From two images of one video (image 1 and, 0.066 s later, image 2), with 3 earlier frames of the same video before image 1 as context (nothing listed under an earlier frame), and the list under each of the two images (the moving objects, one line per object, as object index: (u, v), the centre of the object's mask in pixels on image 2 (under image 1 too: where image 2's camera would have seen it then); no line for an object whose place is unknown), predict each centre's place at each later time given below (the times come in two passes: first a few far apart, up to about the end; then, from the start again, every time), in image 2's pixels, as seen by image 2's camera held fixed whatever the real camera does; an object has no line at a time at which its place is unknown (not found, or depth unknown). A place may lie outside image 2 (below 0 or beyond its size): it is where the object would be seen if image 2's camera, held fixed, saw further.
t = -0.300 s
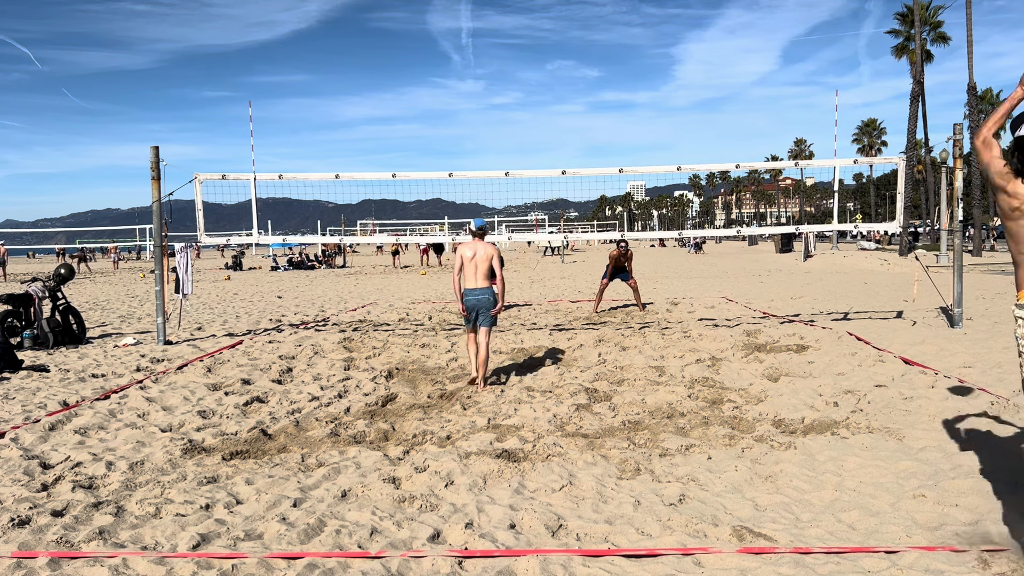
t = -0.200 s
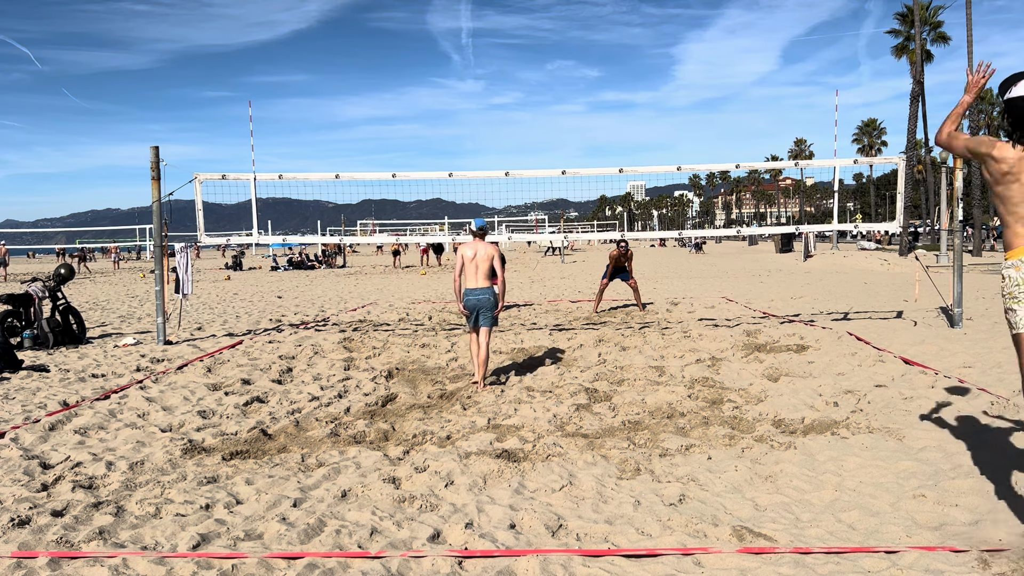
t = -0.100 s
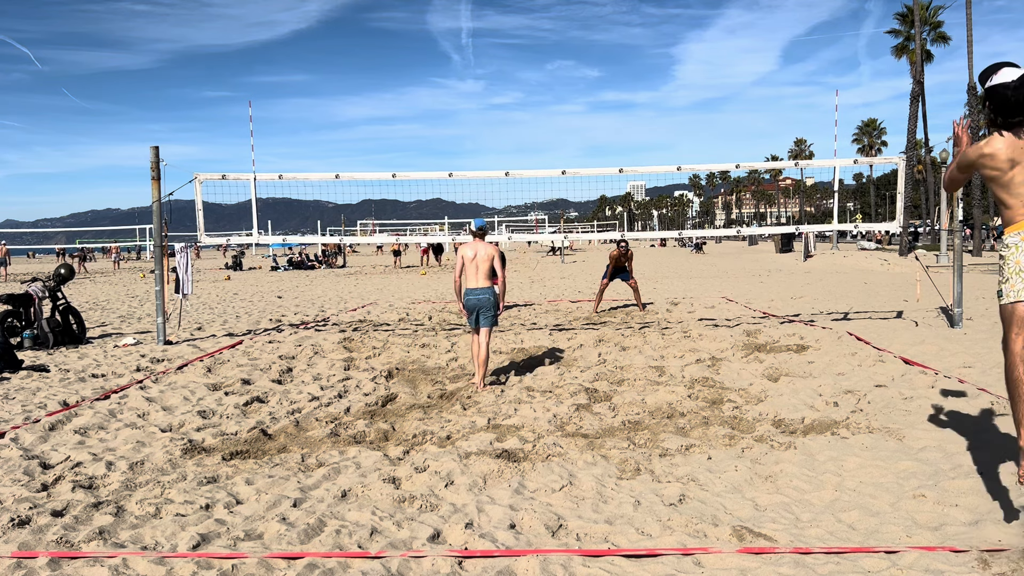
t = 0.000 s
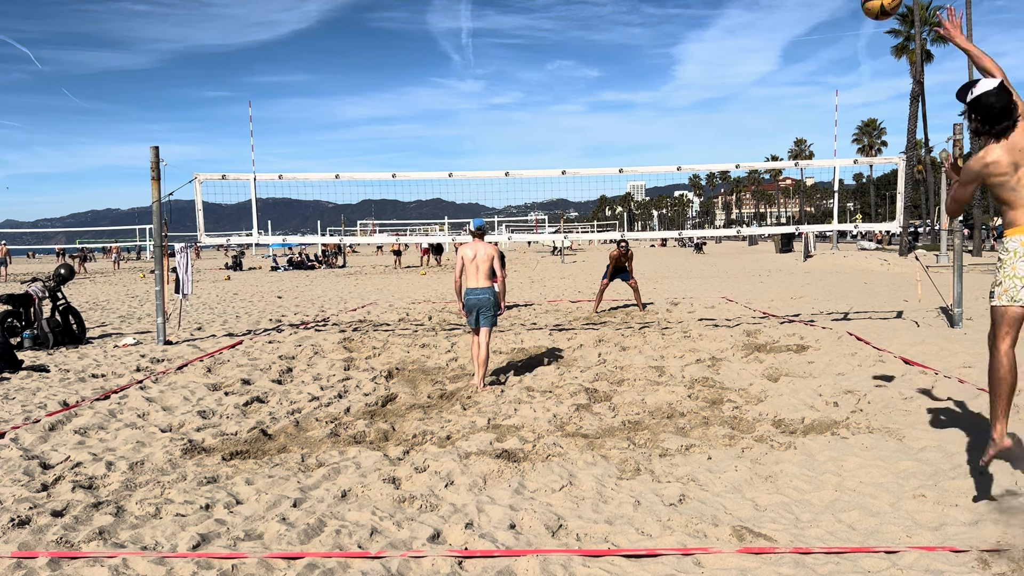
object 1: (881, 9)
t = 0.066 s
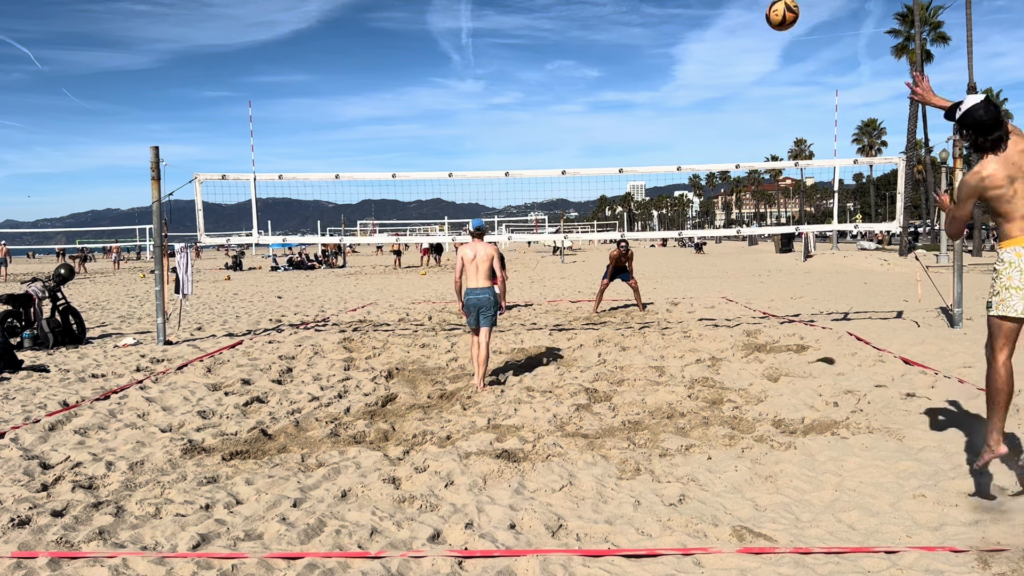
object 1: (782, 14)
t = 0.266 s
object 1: (612, 65)
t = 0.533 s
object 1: (503, 141)
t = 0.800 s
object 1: (448, 220)
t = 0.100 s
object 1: (743, 21)
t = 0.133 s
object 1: (710, 29)
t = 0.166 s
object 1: (681, 38)
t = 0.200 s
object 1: (655, 47)
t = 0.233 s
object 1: (632, 55)
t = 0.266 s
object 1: (612, 65)
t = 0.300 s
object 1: (593, 74)
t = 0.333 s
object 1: (577, 84)
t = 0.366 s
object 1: (562, 93)
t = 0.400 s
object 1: (548, 102)
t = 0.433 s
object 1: (535, 112)
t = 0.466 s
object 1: (524, 122)
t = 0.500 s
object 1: (513, 131)
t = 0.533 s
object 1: (503, 141)
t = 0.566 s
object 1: (494, 151)
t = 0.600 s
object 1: (486, 161)
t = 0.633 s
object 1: (479, 167)
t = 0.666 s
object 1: (472, 182)
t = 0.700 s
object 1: (465, 190)
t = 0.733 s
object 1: (459, 200)
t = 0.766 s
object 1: (453, 210)
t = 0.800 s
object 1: (448, 220)
